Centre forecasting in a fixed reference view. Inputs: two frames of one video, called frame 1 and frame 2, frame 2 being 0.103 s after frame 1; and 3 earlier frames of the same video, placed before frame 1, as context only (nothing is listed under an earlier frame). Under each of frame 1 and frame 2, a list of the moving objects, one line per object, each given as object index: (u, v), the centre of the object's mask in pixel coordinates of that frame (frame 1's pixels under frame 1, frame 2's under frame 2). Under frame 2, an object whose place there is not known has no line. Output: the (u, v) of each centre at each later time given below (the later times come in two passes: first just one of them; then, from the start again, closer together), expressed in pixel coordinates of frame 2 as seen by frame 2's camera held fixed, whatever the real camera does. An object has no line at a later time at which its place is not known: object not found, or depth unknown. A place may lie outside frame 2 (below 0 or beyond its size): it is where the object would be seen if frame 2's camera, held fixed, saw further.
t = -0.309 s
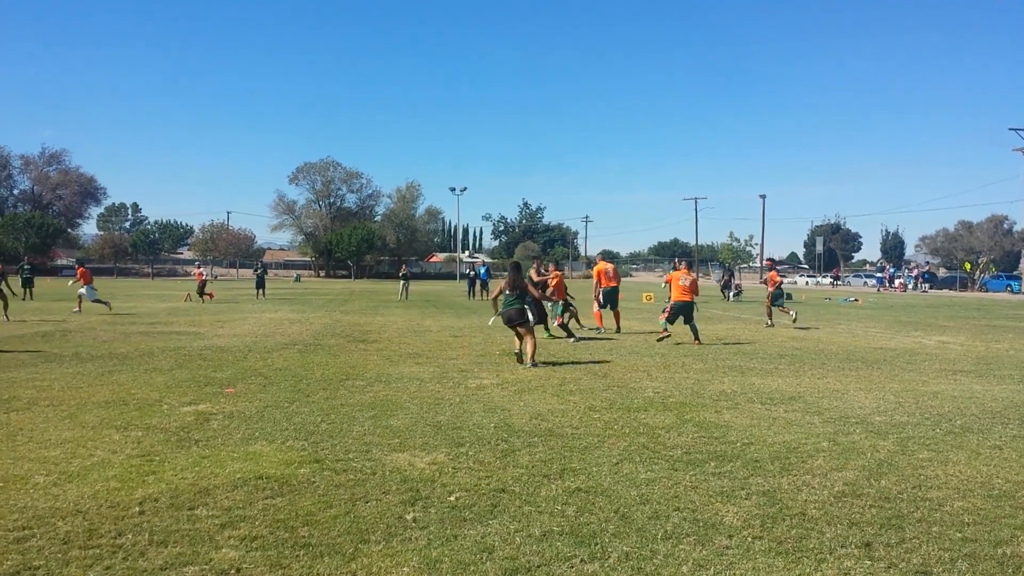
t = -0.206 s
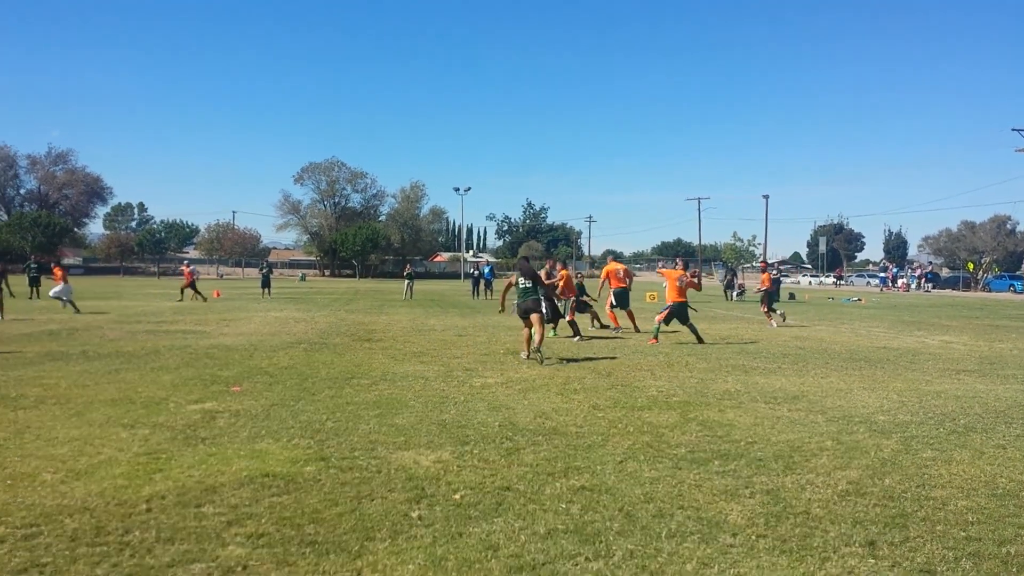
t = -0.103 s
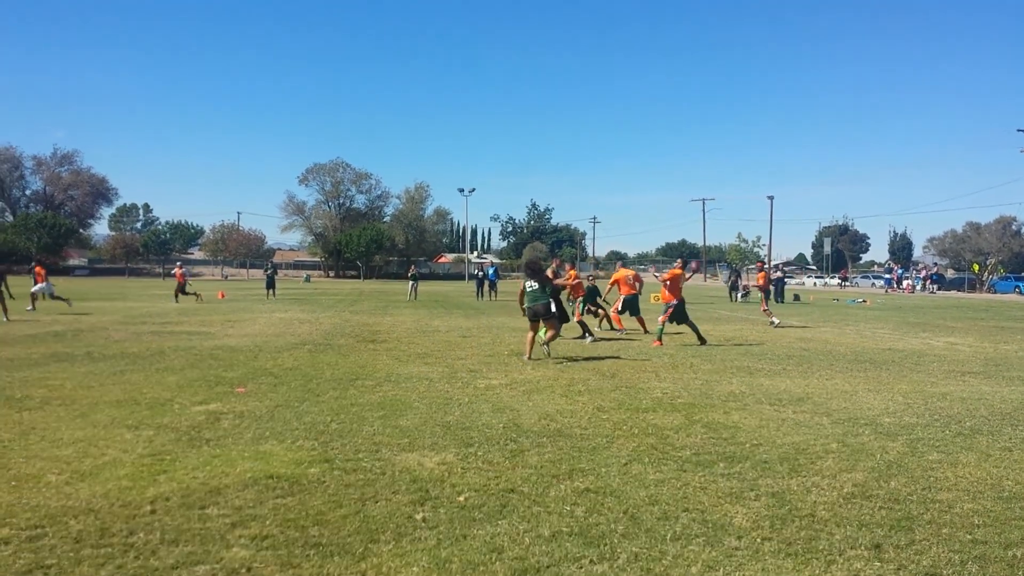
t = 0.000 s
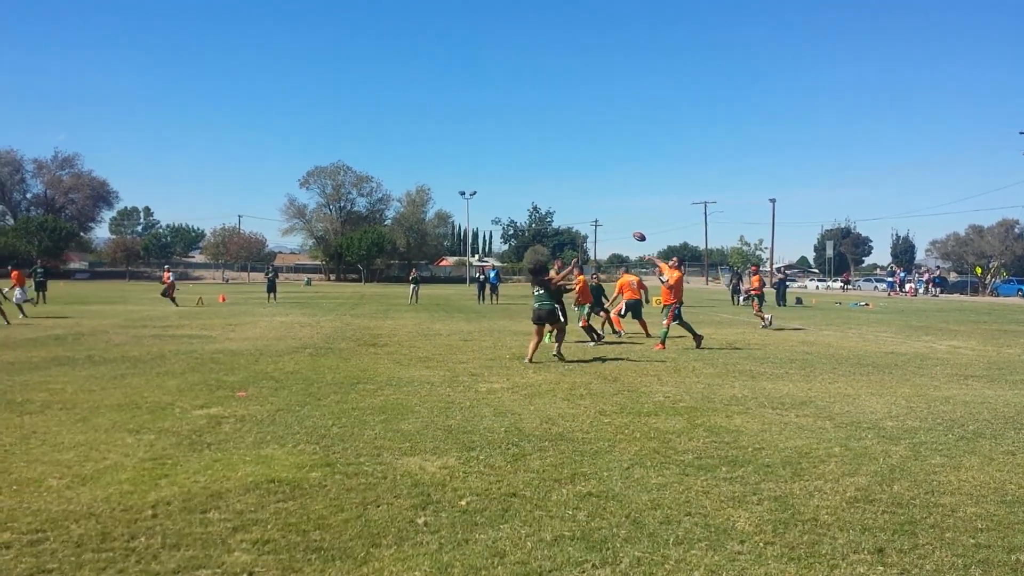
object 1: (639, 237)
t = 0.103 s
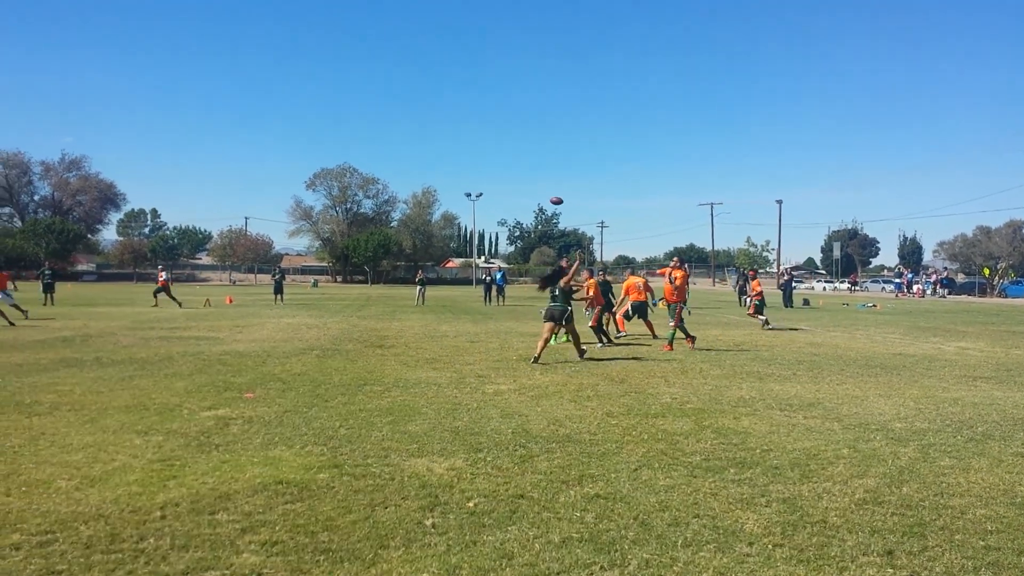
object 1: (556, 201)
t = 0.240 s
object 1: (446, 162)
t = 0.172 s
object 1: (500, 180)
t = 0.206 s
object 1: (473, 170)
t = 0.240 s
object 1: (446, 162)
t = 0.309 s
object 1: (390, 144)
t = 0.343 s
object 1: (362, 137)
